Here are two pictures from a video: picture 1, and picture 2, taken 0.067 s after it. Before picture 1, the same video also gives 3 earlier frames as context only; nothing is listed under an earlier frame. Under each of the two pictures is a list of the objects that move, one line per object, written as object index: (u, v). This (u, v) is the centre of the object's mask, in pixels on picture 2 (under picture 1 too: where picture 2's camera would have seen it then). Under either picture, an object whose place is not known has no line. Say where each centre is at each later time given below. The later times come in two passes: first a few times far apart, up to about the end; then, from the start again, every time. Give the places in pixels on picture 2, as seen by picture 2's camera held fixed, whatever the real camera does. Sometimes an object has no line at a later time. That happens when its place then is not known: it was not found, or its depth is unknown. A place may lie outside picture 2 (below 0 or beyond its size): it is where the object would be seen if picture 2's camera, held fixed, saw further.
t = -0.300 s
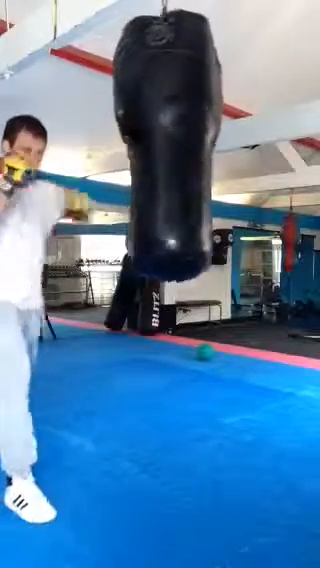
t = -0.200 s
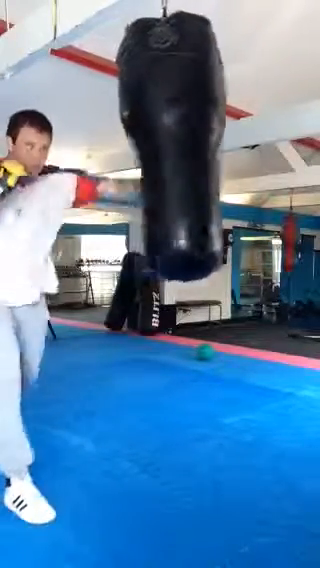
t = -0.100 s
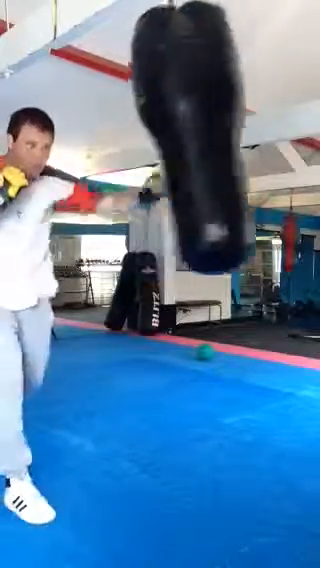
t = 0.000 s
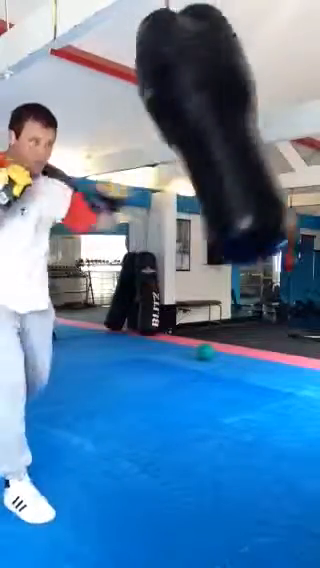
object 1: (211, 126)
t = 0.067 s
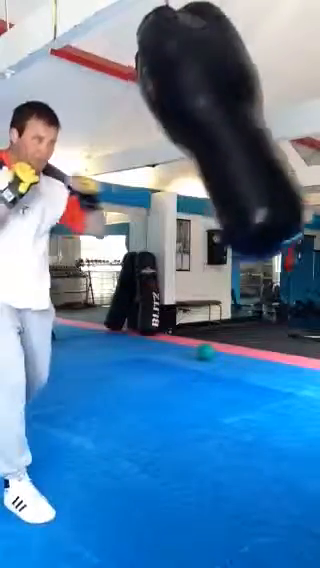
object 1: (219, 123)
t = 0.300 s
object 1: (219, 128)
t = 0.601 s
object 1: (166, 143)
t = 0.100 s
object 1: (222, 123)
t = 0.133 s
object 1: (224, 122)
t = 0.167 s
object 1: (226, 123)
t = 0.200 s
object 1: (226, 123)
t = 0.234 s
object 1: (225, 124)
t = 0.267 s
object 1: (223, 126)
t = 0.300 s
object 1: (219, 128)
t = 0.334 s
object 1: (214, 129)
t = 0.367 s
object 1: (209, 130)
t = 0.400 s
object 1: (205, 134)
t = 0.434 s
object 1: (199, 135)
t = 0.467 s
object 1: (193, 138)
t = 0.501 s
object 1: (187, 140)
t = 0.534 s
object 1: (180, 143)
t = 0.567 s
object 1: (173, 143)
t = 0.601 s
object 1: (166, 143)
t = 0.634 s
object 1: (159, 141)
